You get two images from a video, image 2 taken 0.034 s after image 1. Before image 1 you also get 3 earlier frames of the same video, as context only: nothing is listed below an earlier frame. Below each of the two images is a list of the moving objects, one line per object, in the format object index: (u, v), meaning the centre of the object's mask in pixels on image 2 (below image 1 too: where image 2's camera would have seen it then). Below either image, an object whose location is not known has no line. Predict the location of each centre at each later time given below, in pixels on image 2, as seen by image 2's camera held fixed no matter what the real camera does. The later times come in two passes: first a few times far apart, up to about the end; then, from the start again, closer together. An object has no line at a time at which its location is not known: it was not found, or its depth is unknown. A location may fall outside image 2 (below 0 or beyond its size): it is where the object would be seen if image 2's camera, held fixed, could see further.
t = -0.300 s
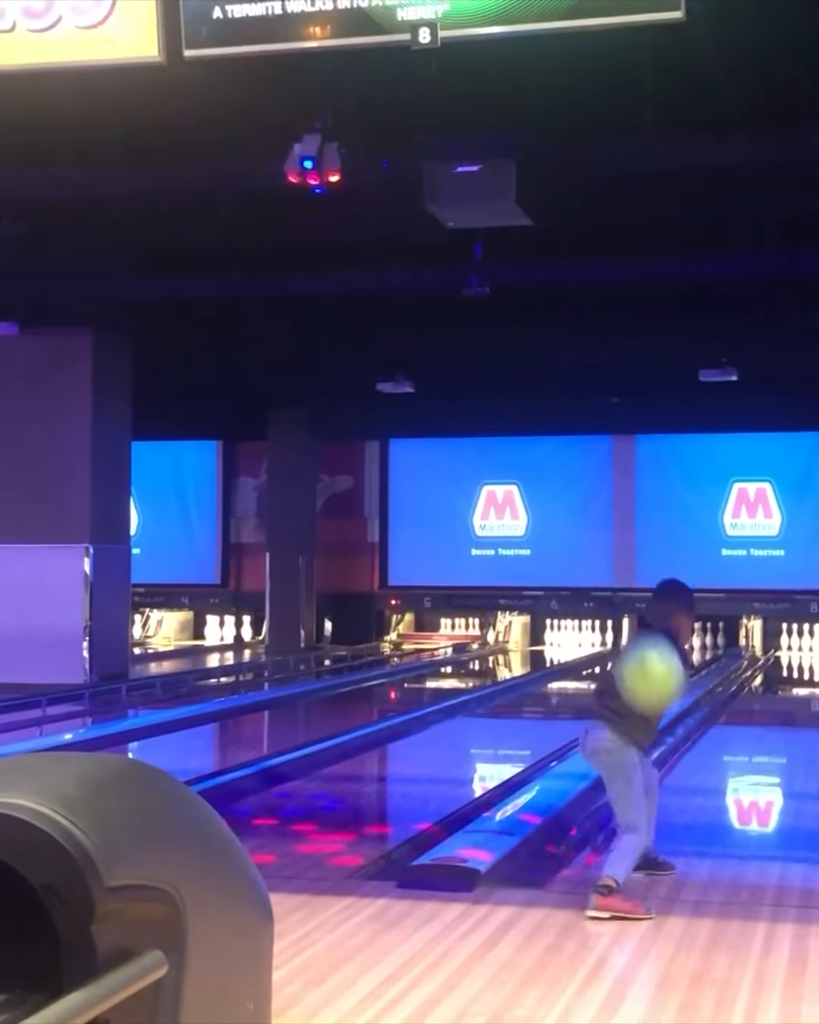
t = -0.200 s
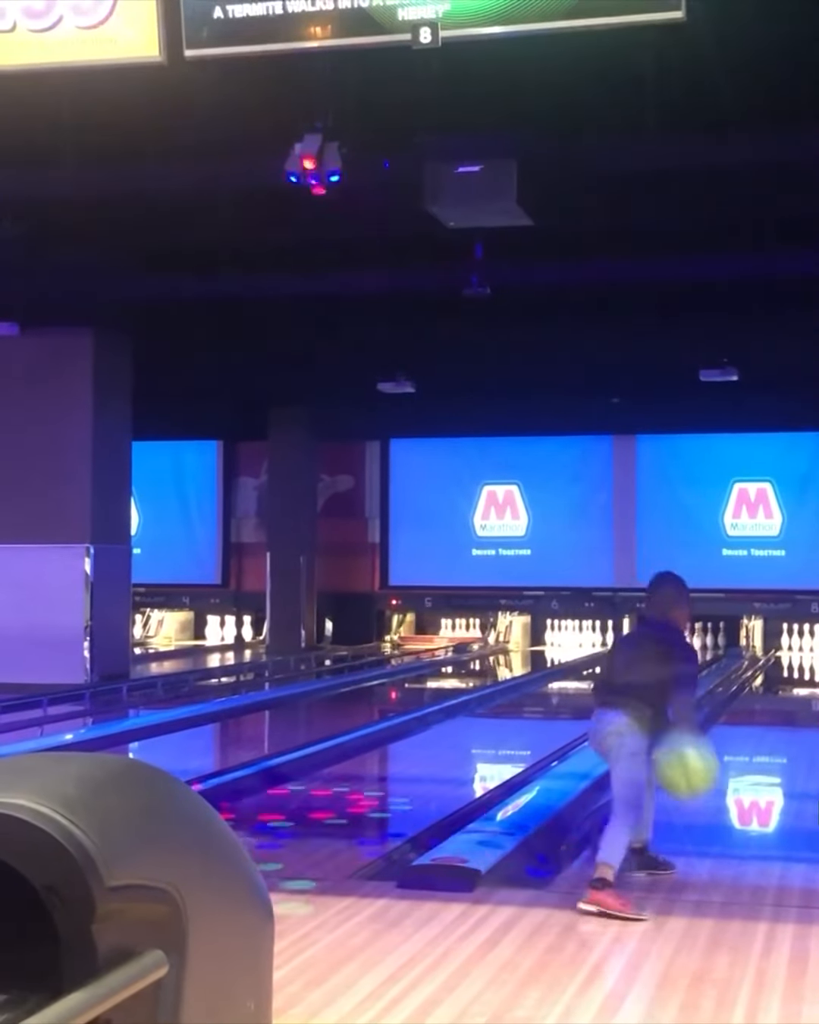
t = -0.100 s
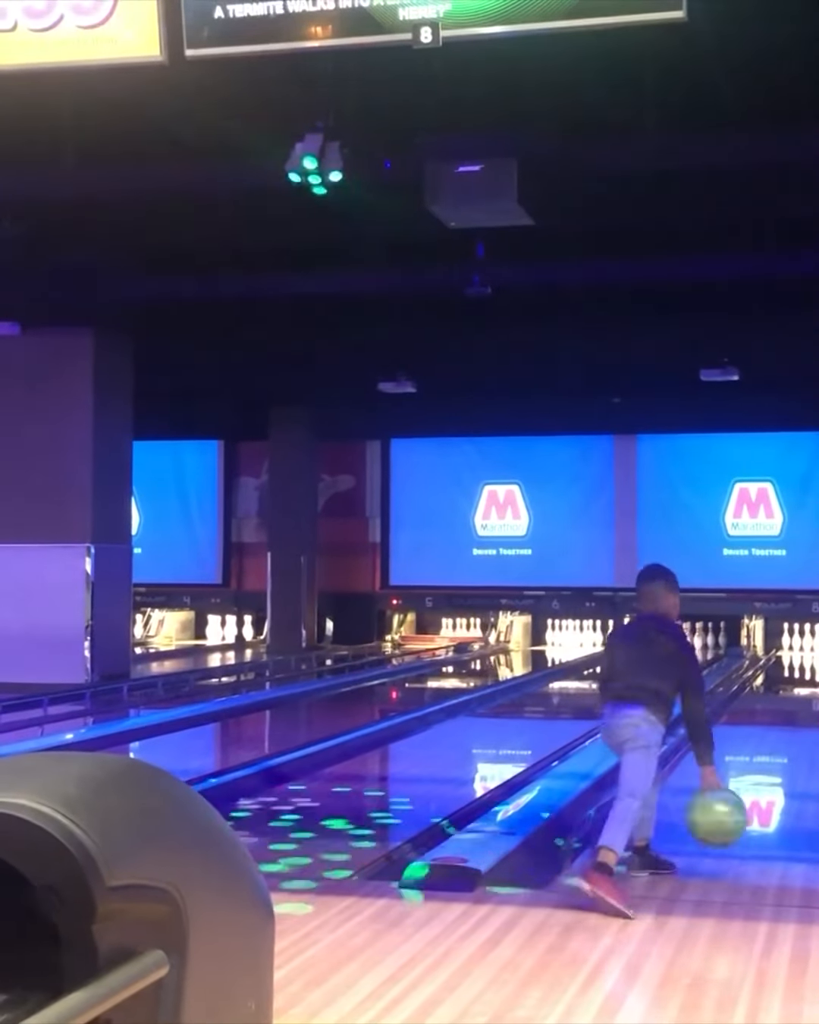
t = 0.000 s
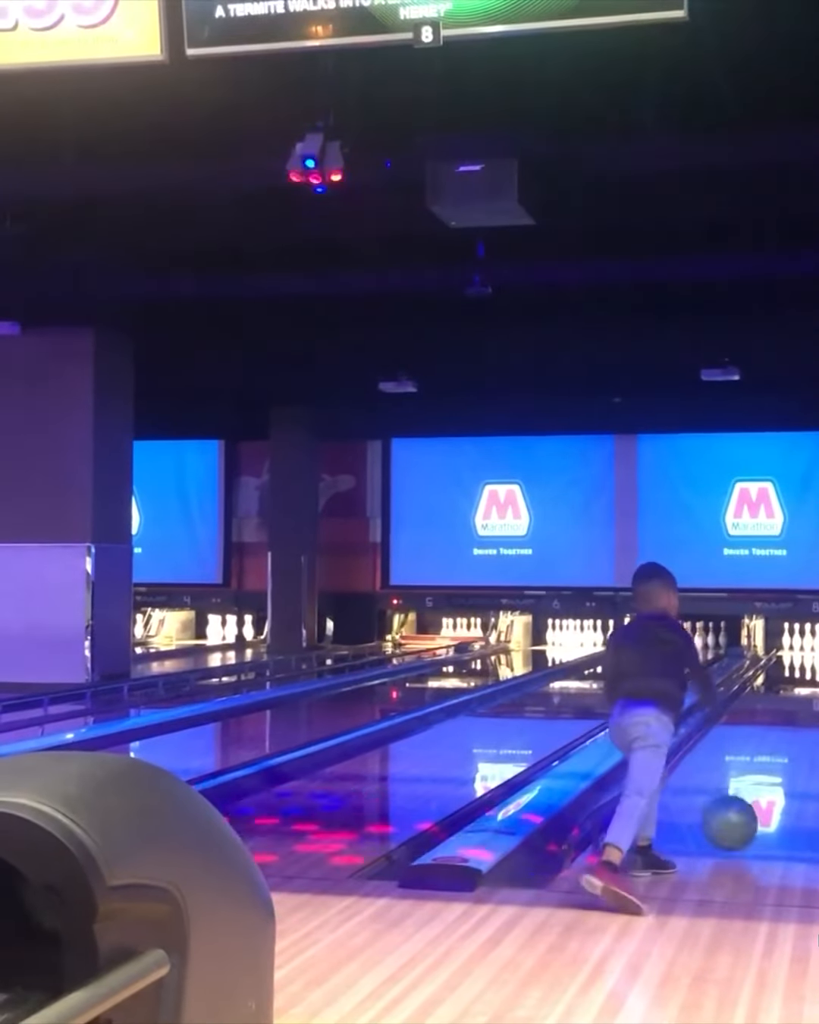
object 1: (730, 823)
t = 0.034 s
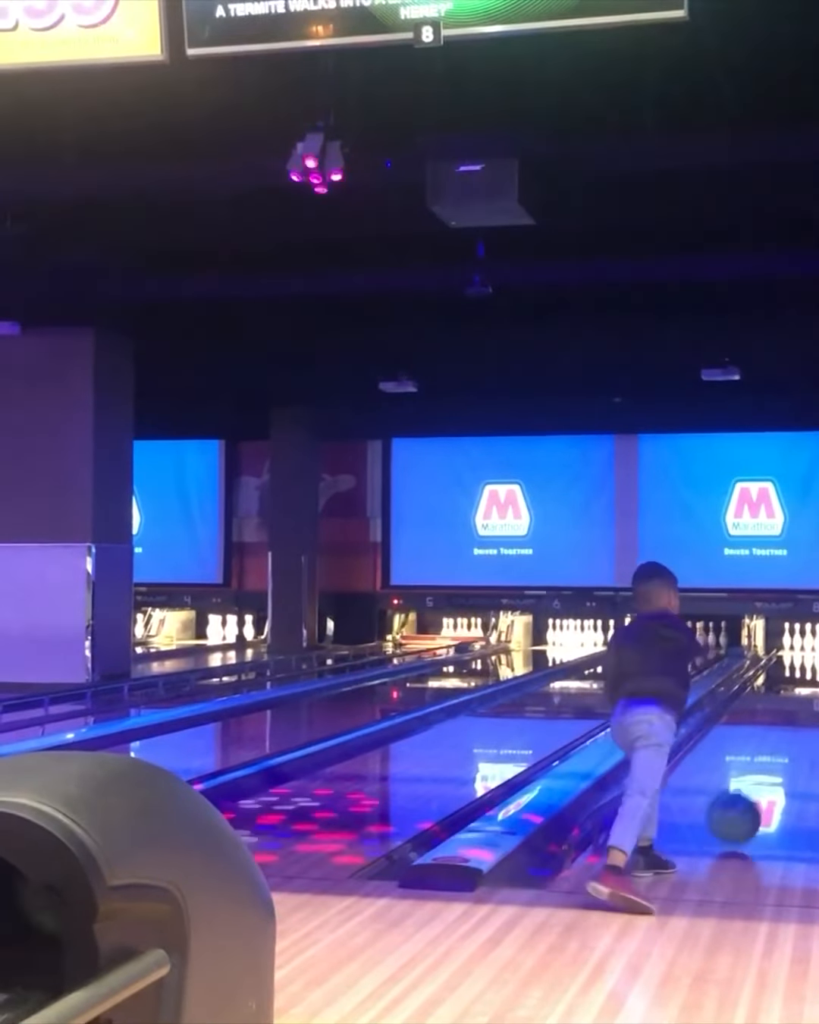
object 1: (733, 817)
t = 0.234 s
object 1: (750, 782)
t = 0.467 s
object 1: (765, 755)
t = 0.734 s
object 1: (777, 724)
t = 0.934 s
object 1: (784, 712)
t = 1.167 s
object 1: (788, 697)
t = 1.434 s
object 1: (793, 687)
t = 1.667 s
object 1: (798, 677)
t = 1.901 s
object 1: (801, 671)
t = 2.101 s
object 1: (802, 666)
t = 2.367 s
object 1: (805, 658)
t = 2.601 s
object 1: (805, 654)
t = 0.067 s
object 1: (736, 806)
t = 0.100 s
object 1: (739, 799)
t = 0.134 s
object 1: (742, 795)
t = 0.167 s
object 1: (745, 792)
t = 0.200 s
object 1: (748, 786)
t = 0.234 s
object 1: (750, 782)
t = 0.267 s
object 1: (753, 777)
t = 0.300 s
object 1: (755, 773)
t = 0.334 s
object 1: (757, 768)
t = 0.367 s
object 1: (759, 764)
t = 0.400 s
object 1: (761, 759)
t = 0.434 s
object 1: (763, 756)
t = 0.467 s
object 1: (765, 755)
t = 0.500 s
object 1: (768, 748)
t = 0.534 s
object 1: (768, 744)
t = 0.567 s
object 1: (770, 740)
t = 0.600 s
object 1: (771, 737)
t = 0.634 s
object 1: (772, 733)
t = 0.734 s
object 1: (777, 724)
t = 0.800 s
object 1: (779, 719)
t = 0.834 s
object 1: (780, 718)
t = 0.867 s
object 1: (781, 715)
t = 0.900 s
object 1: (782, 713)
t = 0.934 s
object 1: (784, 712)
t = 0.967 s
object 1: (785, 710)
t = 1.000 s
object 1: (785, 708)
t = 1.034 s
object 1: (786, 706)
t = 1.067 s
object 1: (786, 705)
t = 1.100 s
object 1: (787, 703)
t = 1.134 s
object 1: (788, 699)
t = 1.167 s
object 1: (788, 697)
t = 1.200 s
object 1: (789, 696)
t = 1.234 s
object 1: (790, 694)
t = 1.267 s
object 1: (791, 693)
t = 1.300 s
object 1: (792, 692)
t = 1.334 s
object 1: (791, 691)
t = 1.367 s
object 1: (792, 690)
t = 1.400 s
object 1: (793, 689)
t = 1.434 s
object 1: (793, 687)
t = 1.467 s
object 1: (793, 685)
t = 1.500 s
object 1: (793, 684)
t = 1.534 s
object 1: (793, 683)
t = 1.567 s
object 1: (795, 681)
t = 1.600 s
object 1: (796, 679)
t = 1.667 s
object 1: (798, 677)
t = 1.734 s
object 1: (799, 676)
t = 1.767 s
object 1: (800, 674)
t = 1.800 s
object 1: (800, 673)
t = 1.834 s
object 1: (800, 673)
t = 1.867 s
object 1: (801, 672)
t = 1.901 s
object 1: (801, 671)
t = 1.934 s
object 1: (801, 668)
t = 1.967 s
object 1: (801, 668)
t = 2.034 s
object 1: (802, 667)
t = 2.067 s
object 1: (802, 667)
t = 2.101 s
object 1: (802, 666)
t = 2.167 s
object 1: (802, 664)
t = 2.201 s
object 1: (804, 661)
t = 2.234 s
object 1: (804, 660)
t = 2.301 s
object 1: (804, 659)
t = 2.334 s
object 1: (804, 658)
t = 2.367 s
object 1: (805, 658)
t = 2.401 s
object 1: (805, 657)
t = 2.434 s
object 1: (805, 657)
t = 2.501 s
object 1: (805, 655)
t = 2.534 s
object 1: (805, 655)
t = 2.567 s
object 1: (805, 654)
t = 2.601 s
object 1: (805, 654)
